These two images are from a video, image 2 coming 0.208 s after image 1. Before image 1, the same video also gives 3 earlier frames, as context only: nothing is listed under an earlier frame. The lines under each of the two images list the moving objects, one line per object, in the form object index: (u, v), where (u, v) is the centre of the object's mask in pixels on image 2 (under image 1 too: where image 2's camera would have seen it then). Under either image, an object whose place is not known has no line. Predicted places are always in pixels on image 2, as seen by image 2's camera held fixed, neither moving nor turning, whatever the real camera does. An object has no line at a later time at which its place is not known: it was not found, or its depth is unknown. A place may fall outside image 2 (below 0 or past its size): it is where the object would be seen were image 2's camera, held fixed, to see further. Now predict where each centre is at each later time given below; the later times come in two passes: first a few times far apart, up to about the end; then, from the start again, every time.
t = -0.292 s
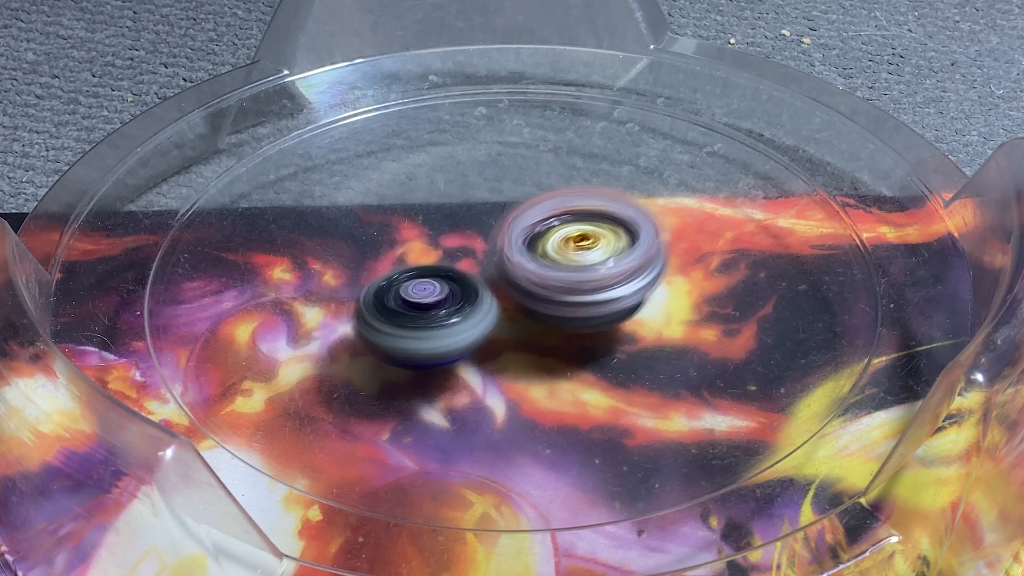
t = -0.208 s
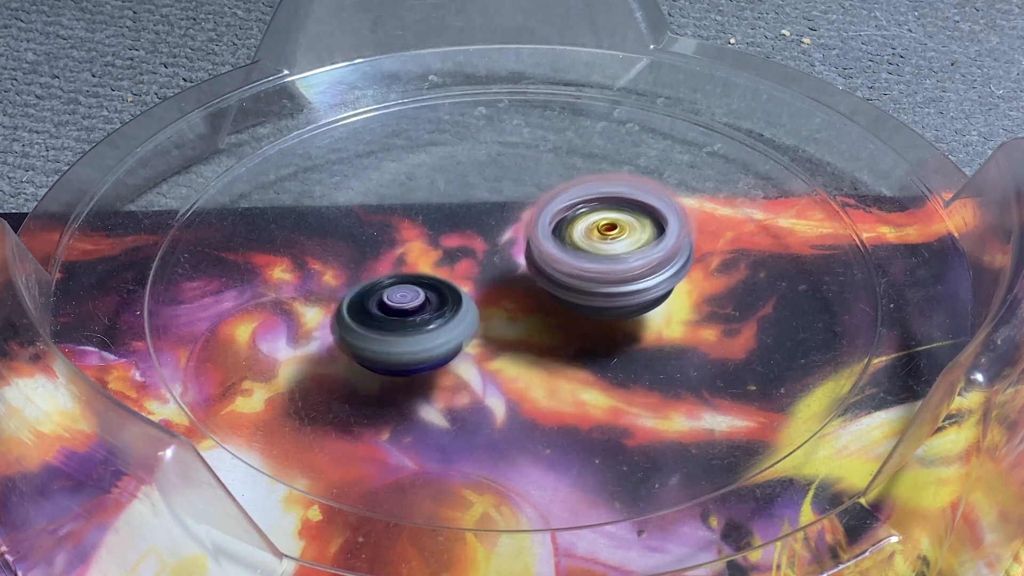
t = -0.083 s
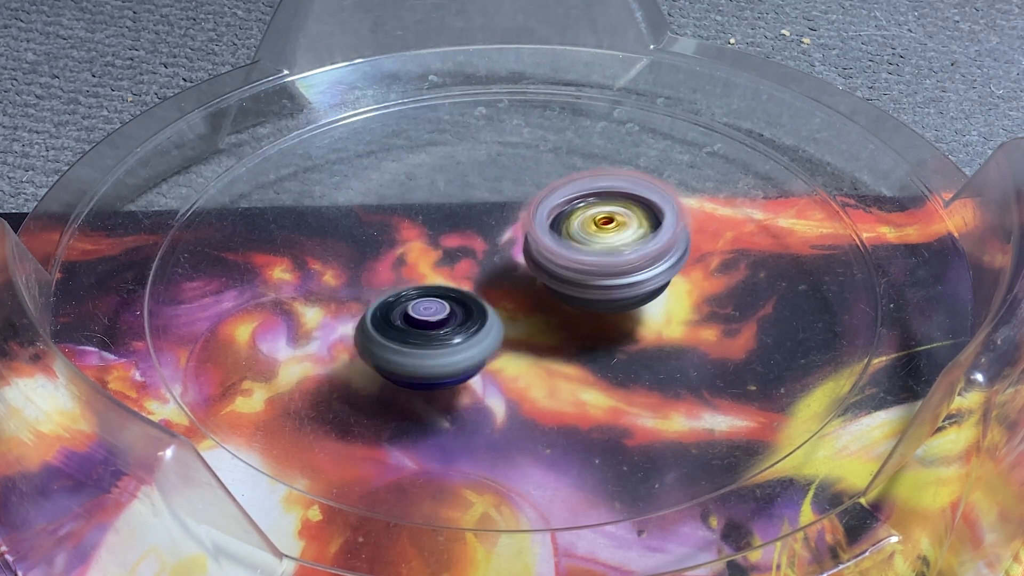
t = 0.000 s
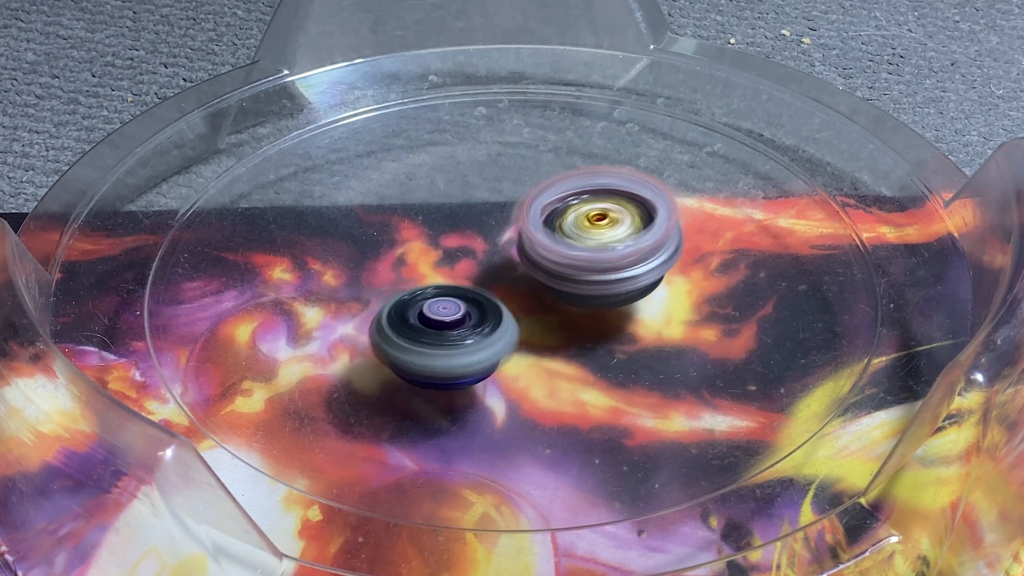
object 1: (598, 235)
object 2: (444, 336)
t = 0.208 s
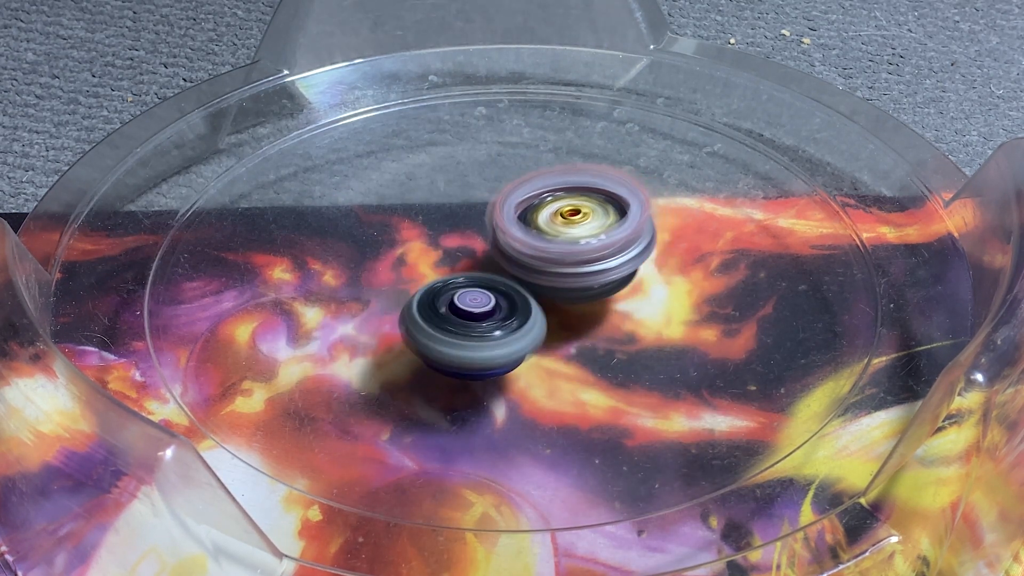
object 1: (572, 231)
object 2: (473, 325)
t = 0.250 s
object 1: (567, 230)
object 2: (478, 322)
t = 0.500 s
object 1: (581, 191)
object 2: (454, 326)
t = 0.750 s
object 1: (548, 191)
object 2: (481, 307)
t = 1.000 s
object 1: (537, 174)
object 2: (492, 311)
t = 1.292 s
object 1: (514, 173)
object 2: (536, 287)
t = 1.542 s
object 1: (490, 168)
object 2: (552, 280)
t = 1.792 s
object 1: (471, 183)
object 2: (561, 276)
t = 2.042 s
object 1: (456, 199)
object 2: (566, 279)
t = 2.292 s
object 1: (416, 187)
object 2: (582, 301)
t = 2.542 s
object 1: (404, 201)
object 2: (568, 299)
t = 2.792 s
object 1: (412, 224)
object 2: (537, 294)
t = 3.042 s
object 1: (378, 216)
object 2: (572, 301)
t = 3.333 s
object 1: (387, 234)
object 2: (542, 272)
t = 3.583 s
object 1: (385, 245)
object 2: (535, 252)
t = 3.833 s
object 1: (403, 262)
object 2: (536, 240)
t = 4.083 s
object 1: (416, 282)
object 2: (534, 226)
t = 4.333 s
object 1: (442, 293)
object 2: (534, 222)
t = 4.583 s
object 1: (476, 301)
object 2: (535, 222)
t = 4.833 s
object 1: (494, 330)
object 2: (525, 227)
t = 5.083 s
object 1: (512, 332)
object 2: (503, 237)
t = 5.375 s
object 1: (516, 336)
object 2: (505, 243)
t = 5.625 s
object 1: (524, 336)
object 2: (498, 239)
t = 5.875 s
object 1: (533, 326)
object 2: (494, 238)
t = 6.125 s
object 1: (552, 365)
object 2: (501, 192)
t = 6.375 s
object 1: (559, 336)
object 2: (490, 194)
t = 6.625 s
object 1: (537, 302)
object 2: (468, 134)
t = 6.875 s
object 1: (538, 305)
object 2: (440, 129)
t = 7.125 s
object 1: (536, 288)
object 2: (429, 180)
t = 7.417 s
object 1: (559, 258)
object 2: (410, 230)
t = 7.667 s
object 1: (576, 249)
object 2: (391, 262)
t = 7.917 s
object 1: (576, 247)
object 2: (375, 285)
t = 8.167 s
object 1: (560, 244)
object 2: (384, 296)
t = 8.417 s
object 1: (554, 233)
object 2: (412, 303)
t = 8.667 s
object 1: (599, 194)
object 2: (430, 306)
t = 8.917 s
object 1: (610, 172)
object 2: (479, 310)
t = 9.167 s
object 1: (585, 183)
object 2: (525, 313)
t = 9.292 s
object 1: (551, 197)
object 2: (537, 321)
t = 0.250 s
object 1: (567, 230)
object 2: (478, 322)
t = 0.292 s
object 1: (582, 215)
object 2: (463, 328)
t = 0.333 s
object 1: (593, 202)
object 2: (448, 332)
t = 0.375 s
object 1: (594, 197)
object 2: (443, 332)
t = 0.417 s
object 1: (590, 194)
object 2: (445, 330)
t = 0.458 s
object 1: (586, 193)
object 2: (449, 328)
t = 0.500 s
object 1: (581, 191)
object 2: (454, 326)
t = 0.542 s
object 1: (576, 190)
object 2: (458, 323)
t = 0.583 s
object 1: (569, 190)
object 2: (462, 320)
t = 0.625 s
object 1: (564, 189)
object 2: (467, 317)
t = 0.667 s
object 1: (559, 190)
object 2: (471, 314)
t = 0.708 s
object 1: (553, 190)
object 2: (476, 310)
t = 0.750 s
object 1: (548, 191)
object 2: (481, 307)
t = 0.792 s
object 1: (542, 191)
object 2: (487, 302)
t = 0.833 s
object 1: (538, 191)
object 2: (492, 299)
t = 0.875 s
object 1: (542, 181)
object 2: (487, 307)
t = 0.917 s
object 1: (544, 177)
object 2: (486, 313)
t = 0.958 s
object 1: (541, 175)
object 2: (487, 313)
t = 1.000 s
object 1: (537, 174)
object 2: (492, 311)
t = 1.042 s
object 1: (534, 173)
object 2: (498, 308)
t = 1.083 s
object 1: (530, 173)
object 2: (505, 304)
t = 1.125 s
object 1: (526, 173)
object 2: (512, 300)
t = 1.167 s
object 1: (523, 173)
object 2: (519, 296)
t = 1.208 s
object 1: (519, 174)
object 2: (525, 291)
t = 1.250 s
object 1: (516, 174)
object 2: (531, 287)
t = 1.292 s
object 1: (514, 173)
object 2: (536, 287)
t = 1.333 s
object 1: (511, 172)
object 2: (540, 285)
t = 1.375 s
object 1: (507, 171)
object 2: (543, 283)
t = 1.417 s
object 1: (502, 167)
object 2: (548, 284)
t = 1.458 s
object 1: (498, 167)
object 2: (550, 285)
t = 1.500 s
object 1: (493, 167)
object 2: (551, 282)
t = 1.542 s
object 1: (490, 168)
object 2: (552, 280)
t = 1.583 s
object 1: (486, 171)
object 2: (553, 278)
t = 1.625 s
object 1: (484, 173)
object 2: (554, 276)
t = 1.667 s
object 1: (481, 174)
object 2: (557, 275)
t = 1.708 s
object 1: (477, 177)
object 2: (558, 276)
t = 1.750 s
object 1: (474, 181)
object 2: (558, 275)
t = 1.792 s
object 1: (471, 183)
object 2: (561, 276)
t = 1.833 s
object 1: (469, 185)
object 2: (562, 276)
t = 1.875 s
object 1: (465, 189)
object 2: (562, 276)
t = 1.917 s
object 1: (462, 190)
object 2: (565, 278)
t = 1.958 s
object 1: (460, 193)
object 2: (565, 279)
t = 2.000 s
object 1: (458, 196)
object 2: (565, 279)
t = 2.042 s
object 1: (456, 199)
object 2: (566, 279)
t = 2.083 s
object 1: (454, 203)
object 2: (566, 279)
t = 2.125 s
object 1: (439, 191)
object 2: (581, 288)
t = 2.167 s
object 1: (429, 184)
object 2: (586, 295)
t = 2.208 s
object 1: (425, 184)
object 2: (585, 299)
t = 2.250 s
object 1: (421, 185)
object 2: (583, 300)
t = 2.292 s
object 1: (416, 187)
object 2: (582, 301)
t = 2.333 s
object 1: (413, 188)
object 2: (580, 301)
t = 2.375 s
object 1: (410, 190)
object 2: (579, 301)
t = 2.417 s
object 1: (407, 192)
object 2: (577, 300)
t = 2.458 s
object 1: (405, 195)
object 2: (574, 300)
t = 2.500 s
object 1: (404, 198)
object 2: (571, 299)
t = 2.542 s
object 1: (404, 201)
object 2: (568, 299)
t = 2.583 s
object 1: (404, 205)
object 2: (564, 298)
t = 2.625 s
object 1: (405, 209)
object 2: (558, 298)
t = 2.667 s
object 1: (407, 213)
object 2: (553, 297)
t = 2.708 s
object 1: (408, 217)
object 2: (547, 296)
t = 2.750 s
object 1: (411, 222)
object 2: (541, 295)
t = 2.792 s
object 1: (412, 224)
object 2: (537, 294)
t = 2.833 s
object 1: (411, 226)
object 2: (538, 296)
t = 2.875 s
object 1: (400, 220)
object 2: (549, 299)
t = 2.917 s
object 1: (385, 214)
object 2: (567, 305)
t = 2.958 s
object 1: (380, 212)
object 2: (575, 306)
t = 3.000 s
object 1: (380, 214)
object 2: (574, 304)
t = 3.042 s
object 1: (378, 216)
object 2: (572, 301)
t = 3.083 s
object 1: (377, 218)
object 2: (568, 297)
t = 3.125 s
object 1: (377, 221)
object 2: (566, 293)
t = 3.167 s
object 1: (377, 223)
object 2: (561, 289)
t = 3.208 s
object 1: (379, 225)
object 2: (558, 285)
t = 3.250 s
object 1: (381, 228)
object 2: (552, 281)
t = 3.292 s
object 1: (383, 232)
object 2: (548, 276)
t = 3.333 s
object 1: (387, 234)
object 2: (542, 272)
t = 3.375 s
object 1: (388, 235)
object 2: (541, 267)
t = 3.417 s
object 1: (378, 236)
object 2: (548, 263)
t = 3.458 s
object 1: (375, 236)
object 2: (549, 258)
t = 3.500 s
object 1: (378, 238)
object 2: (543, 256)
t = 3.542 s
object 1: (381, 241)
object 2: (539, 254)
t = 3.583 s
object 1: (385, 245)
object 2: (535, 252)
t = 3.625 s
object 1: (387, 248)
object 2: (534, 250)
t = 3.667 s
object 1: (389, 250)
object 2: (536, 247)
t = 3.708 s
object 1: (393, 254)
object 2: (535, 245)
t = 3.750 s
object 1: (396, 258)
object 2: (535, 243)
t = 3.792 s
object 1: (398, 260)
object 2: (537, 241)
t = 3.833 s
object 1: (403, 262)
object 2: (536, 240)
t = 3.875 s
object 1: (407, 265)
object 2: (536, 237)
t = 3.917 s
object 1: (408, 269)
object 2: (535, 235)
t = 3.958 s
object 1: (407, 273)
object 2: (534, 231)
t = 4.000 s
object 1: (410, 275)
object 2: (535, 229)
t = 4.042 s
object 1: (413, 279)
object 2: (533, 227)
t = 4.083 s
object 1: (416, 282)
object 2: (534, 226)
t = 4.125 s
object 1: (420, 285)
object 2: (533, 225)
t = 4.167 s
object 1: (423, 287)
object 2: (533, 224)
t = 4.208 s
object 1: (427, 288)
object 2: (533, 224)
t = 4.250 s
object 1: (432, 291)
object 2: (534, 223)
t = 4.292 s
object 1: (437, 292)
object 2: (534, 223)
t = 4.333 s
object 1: (442, 293)
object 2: (534, 222)
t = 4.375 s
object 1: (448, 294)
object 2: (536, 222)
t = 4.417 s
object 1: (454, 296)
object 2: (536, 223)
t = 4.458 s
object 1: (461, 297)
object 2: (537, 223)
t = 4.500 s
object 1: (467, 298)
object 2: (536, 223)
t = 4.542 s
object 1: (472, 300)
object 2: (536, 222)
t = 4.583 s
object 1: (476, 301)
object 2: (535, 222)
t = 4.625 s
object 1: (481, 305)
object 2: (536, 222)
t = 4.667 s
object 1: (487, 308)
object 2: (536, 223)
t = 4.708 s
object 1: (492, 309)
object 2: (535, 224)
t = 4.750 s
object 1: (494, 311)
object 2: (532, 224)
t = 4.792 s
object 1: (493, 323)
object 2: (527, 224)
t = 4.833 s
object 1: (494, 330)
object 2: (525, 227)
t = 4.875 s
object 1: (497, 334)
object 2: (522, 229)
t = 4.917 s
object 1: (500, 336)
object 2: (520, 230)
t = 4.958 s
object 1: (504, 335)
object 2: (516, 233)
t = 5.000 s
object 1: (507, 334)
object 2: (512, 234)
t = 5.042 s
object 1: (510, 332)
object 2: (508, 235)
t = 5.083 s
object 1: (512, 332)
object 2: (503, 237)
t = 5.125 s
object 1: (515, 330)
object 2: (498, 239)
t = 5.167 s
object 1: (516, 330)
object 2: (497, 241)
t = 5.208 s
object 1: (515, 337)
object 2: (500, 241)
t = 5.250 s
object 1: (513, 342)
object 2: (510, 241)
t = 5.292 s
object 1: (512, 342)
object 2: (513, 242)
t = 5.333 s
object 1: (514, 340)
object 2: (510, 244)
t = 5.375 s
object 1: (516, 336)
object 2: (505, 243)
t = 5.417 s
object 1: (519, 334)
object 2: (501, 245)
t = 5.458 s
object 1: (519, 332)
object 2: (497, 242)
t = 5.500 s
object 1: (522, 339)
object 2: (499, 240)
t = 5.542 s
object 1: (522, 340)
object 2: (501, 239)
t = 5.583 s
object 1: (523, 338)
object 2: (501, 240)
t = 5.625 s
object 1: (524, 336)
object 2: (498, 239)
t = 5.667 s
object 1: (525, 332)
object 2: (494, 240)
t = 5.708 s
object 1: (527, 329)
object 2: (490, 241)
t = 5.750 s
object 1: (528, 328)
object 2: (490, 240)
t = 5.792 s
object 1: (530, 327)
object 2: (489, 239)
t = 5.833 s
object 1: (531, 325)
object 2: (493, 239)
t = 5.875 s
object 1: (533, 326)
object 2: (494, 238)
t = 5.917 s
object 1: (535, 350)
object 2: (507, 230)
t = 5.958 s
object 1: (540, 364)
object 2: (504, 214)
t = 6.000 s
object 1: (541, 370)
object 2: (504, 201)
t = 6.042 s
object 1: (545, 370)
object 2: (507, 195)
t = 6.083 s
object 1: (549, 368)
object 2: (504, 193)
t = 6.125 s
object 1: (552, 365)
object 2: (501, 192)
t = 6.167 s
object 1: (555, 362)
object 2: (498, 191)
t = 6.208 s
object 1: (557, 360)
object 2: (495, 190)
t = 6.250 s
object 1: (559, 357)
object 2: (493, 190)
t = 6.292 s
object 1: (560, 351)
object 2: (491, 190)
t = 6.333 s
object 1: (561, 346)
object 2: (490, 192)
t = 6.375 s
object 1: (559, 336)
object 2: (490, 194)
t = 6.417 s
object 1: (556, 323)
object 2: (490, 197)
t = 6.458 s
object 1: (550, 306)
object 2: (488, 197)
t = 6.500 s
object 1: (542, 289)
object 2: (485, 195)
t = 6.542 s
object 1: (532, 272)
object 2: (477, 190)
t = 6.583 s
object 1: (533, 287)
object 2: (478, 166)
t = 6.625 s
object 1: (537, 302)
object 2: (468, 134)
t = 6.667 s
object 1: (537, 309)
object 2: (462, 116)
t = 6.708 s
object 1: (536, 310)
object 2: (459, 112)
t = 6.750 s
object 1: (538, 308)
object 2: (454, 113)
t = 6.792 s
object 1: (538, 307)
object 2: (450, 118)
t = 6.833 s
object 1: (538, 307)
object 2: (444, 123)
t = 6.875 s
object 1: (538, 305)
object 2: (440, 129)
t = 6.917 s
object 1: (537, 303)
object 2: (437, 137)
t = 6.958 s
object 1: (537, 300)
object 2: (434, 145)
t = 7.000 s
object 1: (536, 298)
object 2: (432, 153)
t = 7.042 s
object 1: (536, 295)
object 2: (431, 161)
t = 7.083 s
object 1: (536, 291)
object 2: (429, 170)
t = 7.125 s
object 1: (536, 288)
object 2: (429, 180)
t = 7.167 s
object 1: (536, 284)
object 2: (429, 189)
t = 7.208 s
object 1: (536, 279)
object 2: (428, 198)
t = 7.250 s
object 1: (537, 273)
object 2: (426, 206)
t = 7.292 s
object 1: (537, 264)
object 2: (423, 216)
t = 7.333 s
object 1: (542, 259)
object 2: (420, 224)
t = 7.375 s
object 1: (552, 259)
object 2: (415, 226)
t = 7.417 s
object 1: (559, 258)
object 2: (410, 230)
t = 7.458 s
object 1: (564, 256)
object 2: (408, 235)
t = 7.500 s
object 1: (567, 254)
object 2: (405, 241)
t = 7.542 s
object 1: (570, 252)
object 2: (401, 247)
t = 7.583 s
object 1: (573, 251)
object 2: (399, 252)
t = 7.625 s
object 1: (575, 250)
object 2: (395, 258)
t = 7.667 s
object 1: (576, 249)
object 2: (391, 262)
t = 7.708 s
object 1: (578, 248)
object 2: (387, 267)
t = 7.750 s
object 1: (579, 248)
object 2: (385, 271)
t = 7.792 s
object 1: (579, 248)
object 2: (382, 275)
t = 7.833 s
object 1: (579, 247)
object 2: (379, 279)
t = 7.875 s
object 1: (578, 247)
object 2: (378, 282)
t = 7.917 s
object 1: (576, 247)
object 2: (375, 285)
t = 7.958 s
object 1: (575, 247)
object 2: (375, 287)
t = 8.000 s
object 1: (572, 246)
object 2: (374, 290)
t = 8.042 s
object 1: (569, 246)
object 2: (375, 292)
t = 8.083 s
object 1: (566, 246)
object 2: (377, 293)
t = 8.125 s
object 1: (563, 245)
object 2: (380, 294)
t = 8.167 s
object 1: (560, 244)
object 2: (384, 296)
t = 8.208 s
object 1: (556, 243)
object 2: (389, 297)
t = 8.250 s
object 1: (553, 242)
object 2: (394, 298)
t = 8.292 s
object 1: (549, 241)
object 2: (400, 299)
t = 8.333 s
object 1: (545, 239)
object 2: (407, 300)
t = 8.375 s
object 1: (546, 237)
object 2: (412, 301)
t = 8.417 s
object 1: (554, 233)
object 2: (412, 303)
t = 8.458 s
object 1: (557, 230)
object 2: (418, 303)
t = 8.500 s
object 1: (556, 228)
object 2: (427, 304)
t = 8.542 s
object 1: (555, 225)
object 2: (436, 305)
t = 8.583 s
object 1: (571, 217)
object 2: (429, 308)
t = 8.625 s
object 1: (585, 208)
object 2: (427, 307)
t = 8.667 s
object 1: (599, 194)
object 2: (430, 306)
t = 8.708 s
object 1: (607, 183)
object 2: (435, 307)
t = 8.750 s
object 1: (611, 176)
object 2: (442, 308)
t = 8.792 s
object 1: (614, 173)
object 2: (451, 308)
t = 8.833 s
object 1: (614, 172)
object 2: (460, 309)
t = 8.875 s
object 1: (611, 172)
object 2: (469, 310)
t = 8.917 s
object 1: (610, 172)
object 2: (479, 310)
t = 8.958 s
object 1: (607, 172)
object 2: (487, 311)
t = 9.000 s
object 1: (604, 173)
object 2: (496, 312)
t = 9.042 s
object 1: (600, 175)
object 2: (504, 313)
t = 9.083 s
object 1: (596, 177)
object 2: (511, 313)
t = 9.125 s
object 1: (591, 179)
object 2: (518, 313)
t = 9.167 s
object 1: (585, 183)
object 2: (525, 313)
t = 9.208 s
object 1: (575, 188)
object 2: (531, 313)
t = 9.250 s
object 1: (561, 196)
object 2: (536, 313)
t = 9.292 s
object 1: (551, 197)
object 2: (537, 321)
